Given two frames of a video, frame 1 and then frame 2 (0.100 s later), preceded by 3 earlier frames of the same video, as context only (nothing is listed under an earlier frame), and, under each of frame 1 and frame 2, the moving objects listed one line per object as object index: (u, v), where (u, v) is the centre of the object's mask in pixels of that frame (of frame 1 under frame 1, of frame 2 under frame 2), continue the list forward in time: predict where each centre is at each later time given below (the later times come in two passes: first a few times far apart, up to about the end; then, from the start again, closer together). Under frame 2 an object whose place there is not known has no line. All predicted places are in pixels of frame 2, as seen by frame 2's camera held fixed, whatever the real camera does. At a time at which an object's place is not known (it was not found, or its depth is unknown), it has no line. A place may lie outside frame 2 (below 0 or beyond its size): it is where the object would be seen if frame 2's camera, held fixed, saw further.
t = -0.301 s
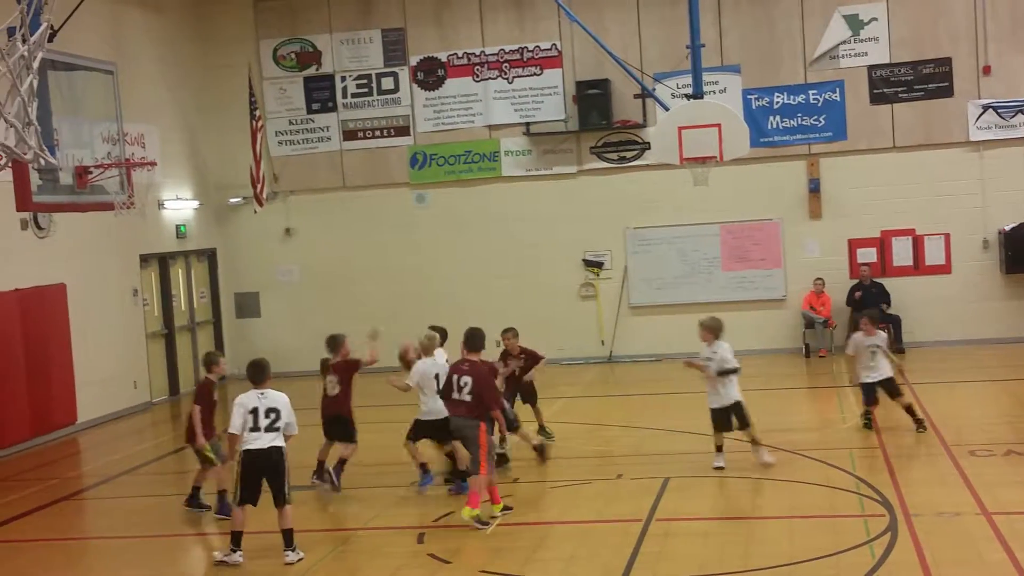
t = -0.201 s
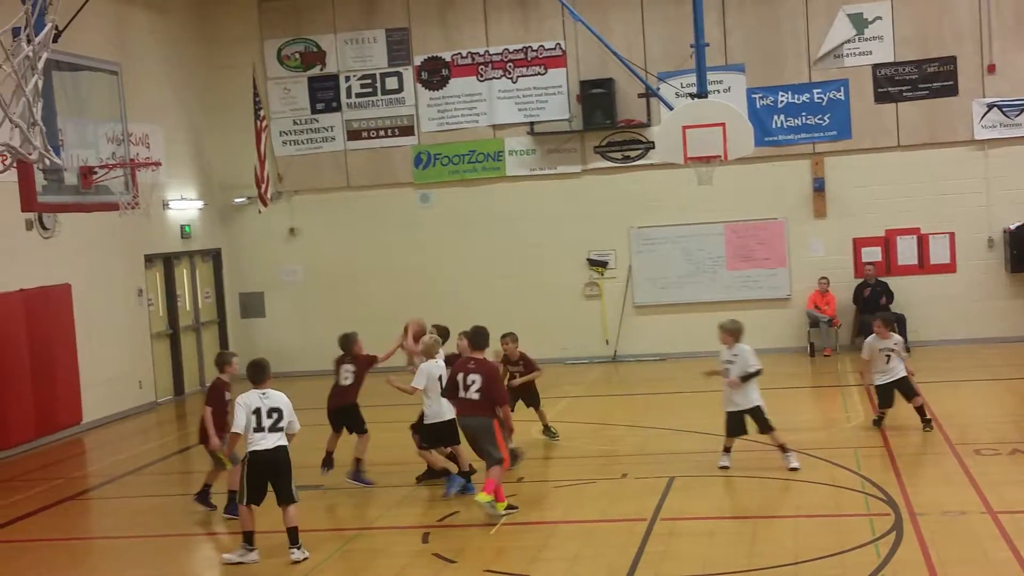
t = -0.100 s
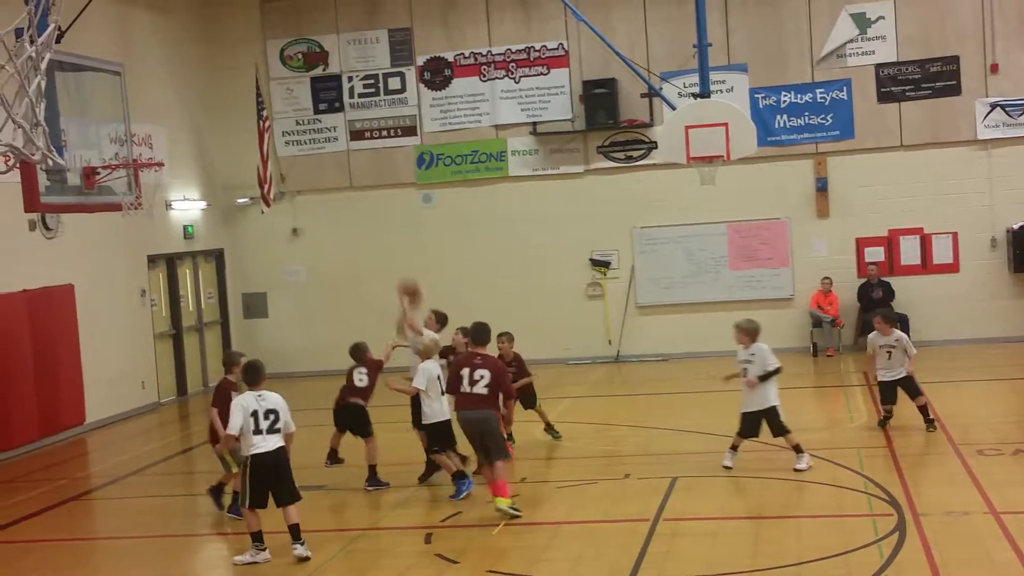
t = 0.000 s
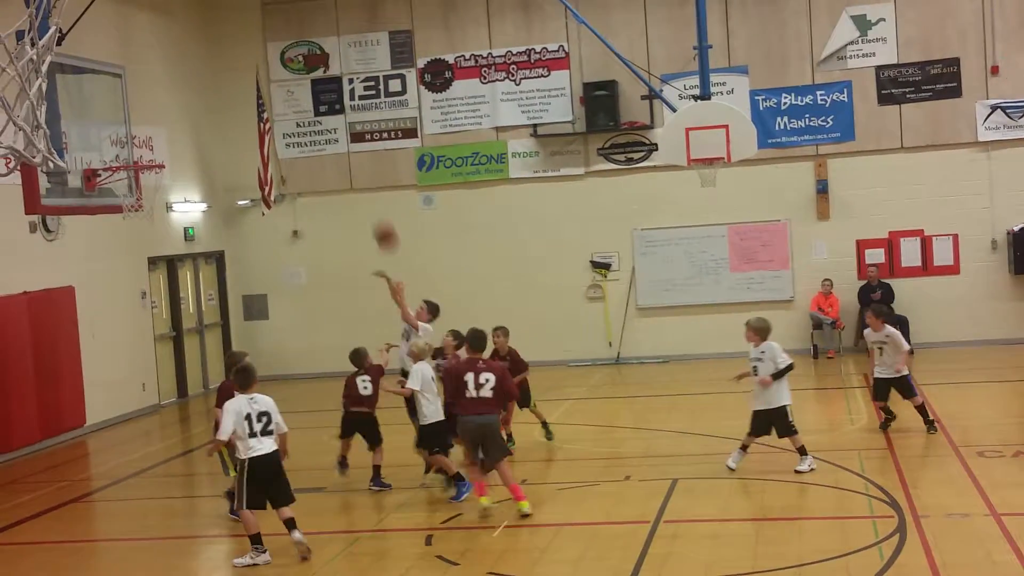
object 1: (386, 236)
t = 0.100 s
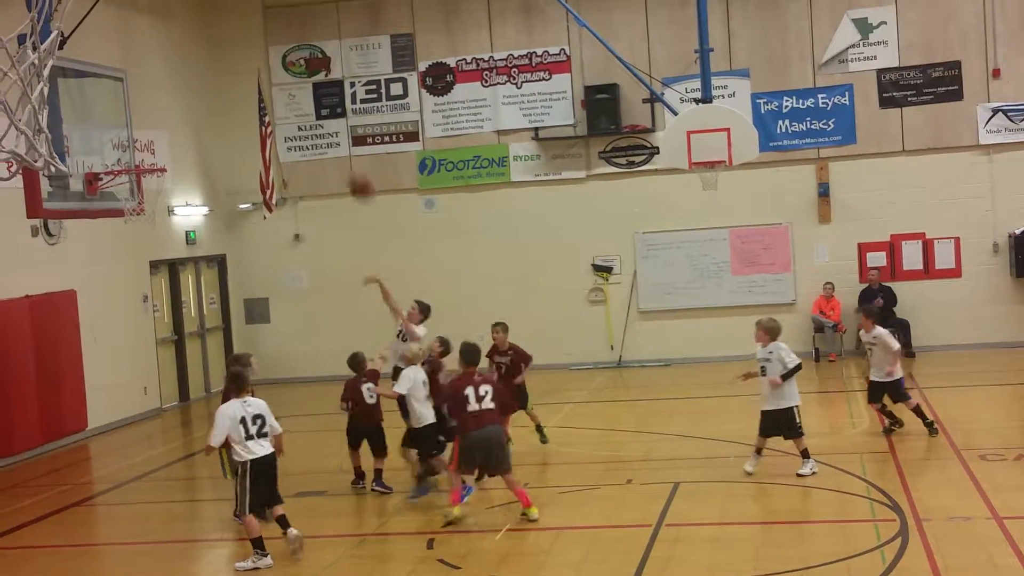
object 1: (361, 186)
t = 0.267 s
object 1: (317, 122)
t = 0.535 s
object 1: (249, 73)
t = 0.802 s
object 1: (187, 102)
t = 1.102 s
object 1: (154, 218)
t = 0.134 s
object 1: (352, 173)
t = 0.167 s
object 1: (344, 159)
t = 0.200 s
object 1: (335, 144)
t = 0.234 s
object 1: (326, 132)
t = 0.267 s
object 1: (317, 122)
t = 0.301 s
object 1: (309, 111)
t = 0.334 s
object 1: (300, 102)
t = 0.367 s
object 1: (292, 95)
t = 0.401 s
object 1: (283, 88)
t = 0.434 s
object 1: (275, 83)
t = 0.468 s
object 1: (265, 77)
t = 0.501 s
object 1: (258, 76)
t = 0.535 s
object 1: (249, 73)
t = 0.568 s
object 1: (241, 72)
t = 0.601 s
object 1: (233, 73)
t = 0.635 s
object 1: (226, 75)
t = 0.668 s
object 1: (218, 79)
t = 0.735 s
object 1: (202, 87)
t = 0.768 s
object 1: (195, 95)
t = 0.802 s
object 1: (187, 102)
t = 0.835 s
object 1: (181, 111)
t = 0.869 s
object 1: (173, 122)
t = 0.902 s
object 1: (166, 133)
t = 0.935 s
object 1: (159, 146)
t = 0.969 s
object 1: (151, 160)
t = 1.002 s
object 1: (143, 181)
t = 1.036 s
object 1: (137, 198)
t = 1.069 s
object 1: (145, 209)
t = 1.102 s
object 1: (154, 218)
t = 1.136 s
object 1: (160, 228)
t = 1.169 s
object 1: (168, 239)
